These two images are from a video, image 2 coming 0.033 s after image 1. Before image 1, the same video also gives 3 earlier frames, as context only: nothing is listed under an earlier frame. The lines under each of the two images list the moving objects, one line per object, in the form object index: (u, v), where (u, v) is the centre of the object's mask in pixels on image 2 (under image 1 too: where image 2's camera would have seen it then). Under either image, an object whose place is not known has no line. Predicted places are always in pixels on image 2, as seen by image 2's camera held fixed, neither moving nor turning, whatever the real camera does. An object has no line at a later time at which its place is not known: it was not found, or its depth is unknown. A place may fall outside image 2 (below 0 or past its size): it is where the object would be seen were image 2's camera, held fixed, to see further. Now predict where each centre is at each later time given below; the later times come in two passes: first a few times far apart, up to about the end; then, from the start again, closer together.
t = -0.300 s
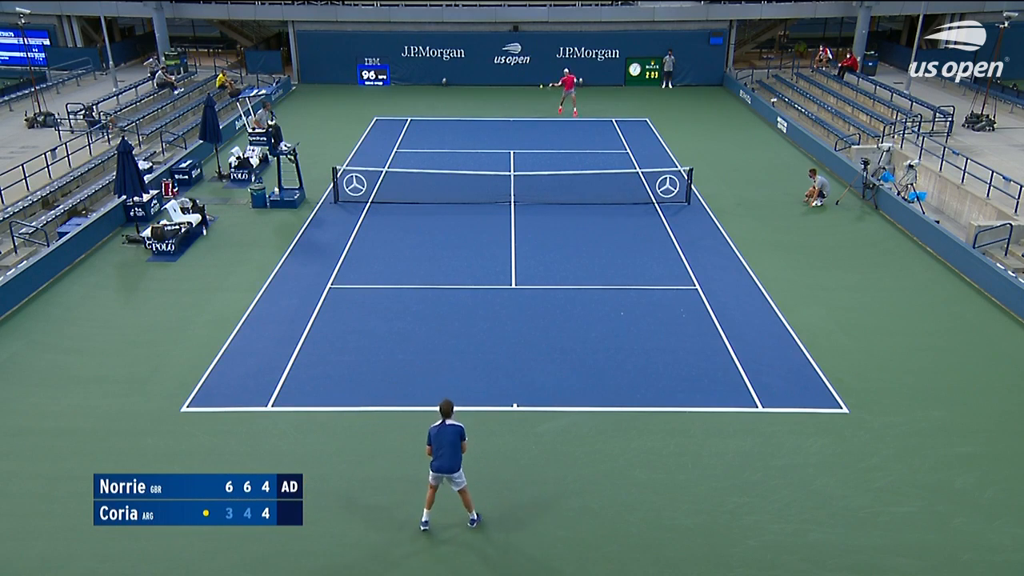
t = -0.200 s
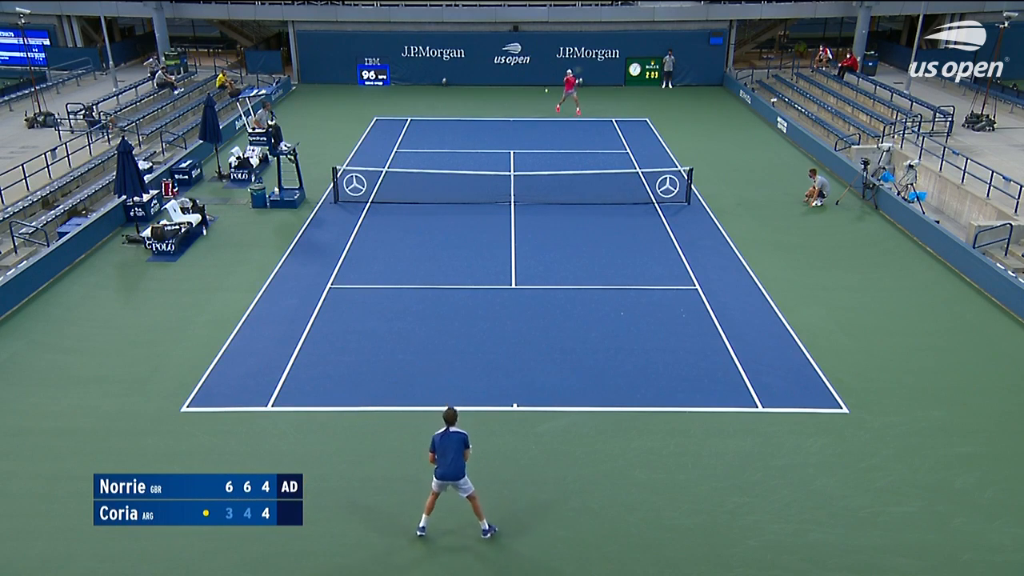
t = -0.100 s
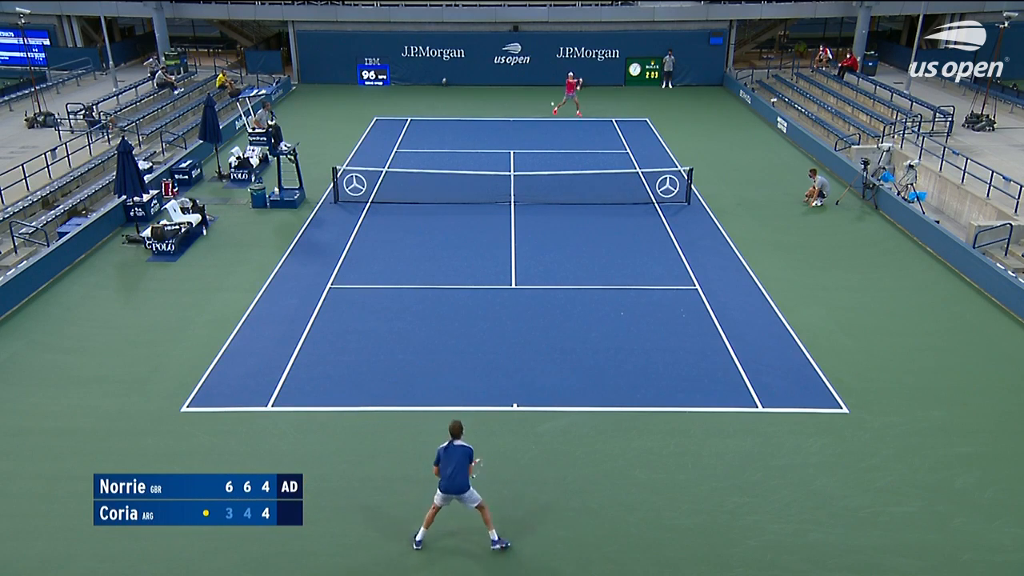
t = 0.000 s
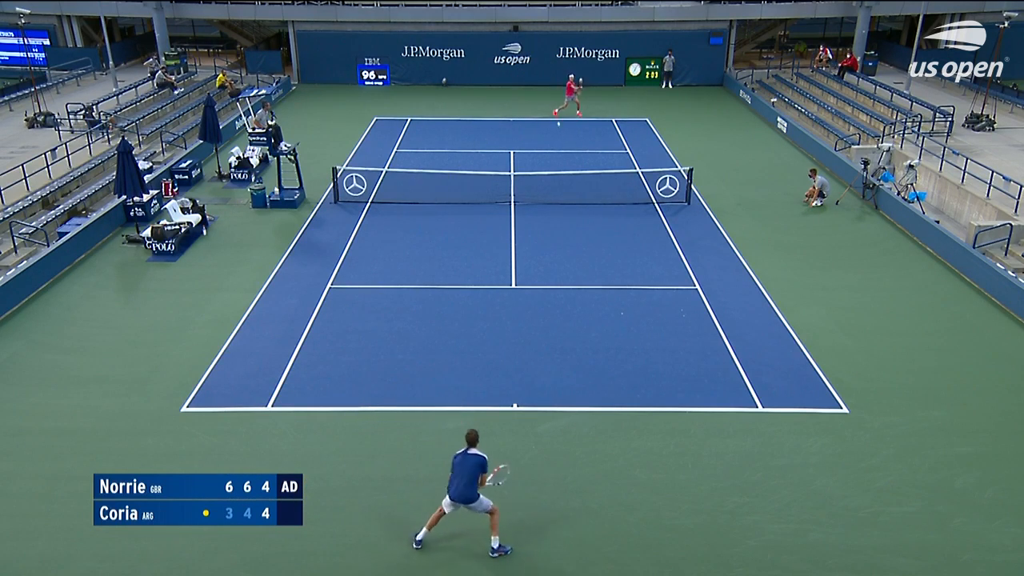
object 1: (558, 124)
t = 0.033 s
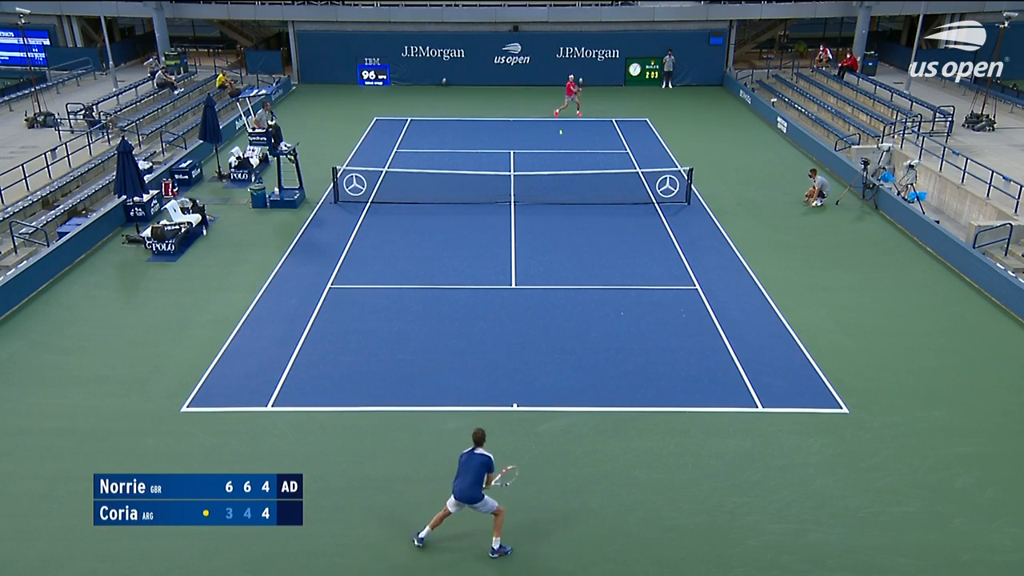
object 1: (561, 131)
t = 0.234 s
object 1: (575, 204)
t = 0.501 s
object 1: (598, 327)
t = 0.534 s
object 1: (602, 333)
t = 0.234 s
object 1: (575, 204)
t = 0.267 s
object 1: (577, 220)
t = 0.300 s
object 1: (580, 238)
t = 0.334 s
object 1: (583, 257)
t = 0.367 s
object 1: (585, 277)
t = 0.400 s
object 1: (588, 300)
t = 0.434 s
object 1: (591, 319)
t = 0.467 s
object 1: (594, 323)
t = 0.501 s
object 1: (598, 327)
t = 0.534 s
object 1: (602, 333)
